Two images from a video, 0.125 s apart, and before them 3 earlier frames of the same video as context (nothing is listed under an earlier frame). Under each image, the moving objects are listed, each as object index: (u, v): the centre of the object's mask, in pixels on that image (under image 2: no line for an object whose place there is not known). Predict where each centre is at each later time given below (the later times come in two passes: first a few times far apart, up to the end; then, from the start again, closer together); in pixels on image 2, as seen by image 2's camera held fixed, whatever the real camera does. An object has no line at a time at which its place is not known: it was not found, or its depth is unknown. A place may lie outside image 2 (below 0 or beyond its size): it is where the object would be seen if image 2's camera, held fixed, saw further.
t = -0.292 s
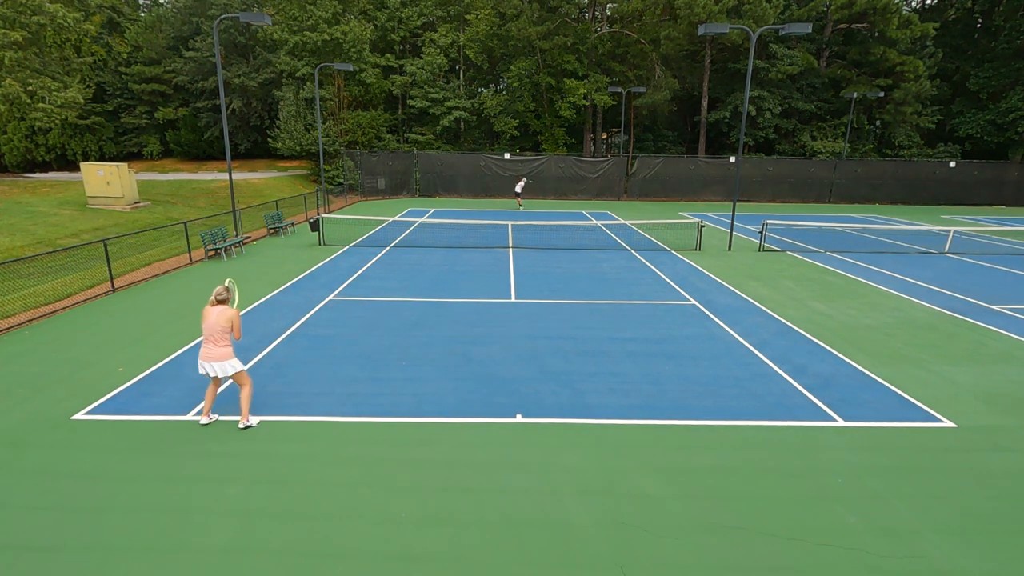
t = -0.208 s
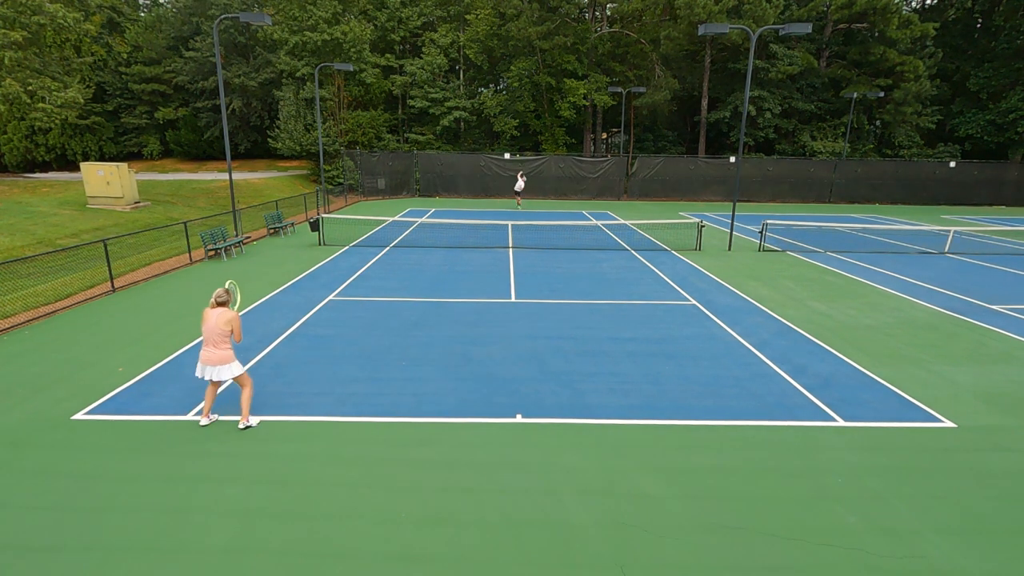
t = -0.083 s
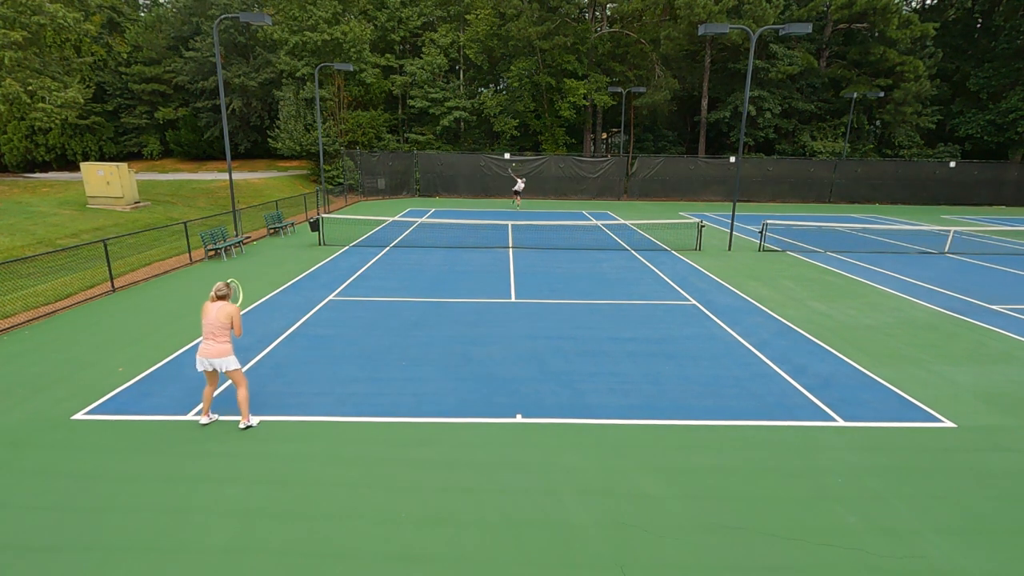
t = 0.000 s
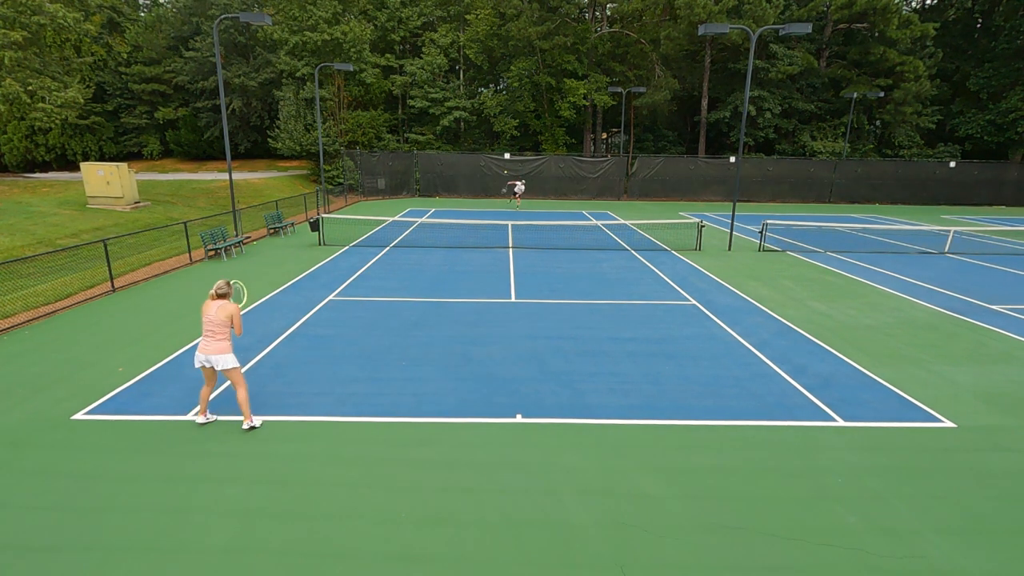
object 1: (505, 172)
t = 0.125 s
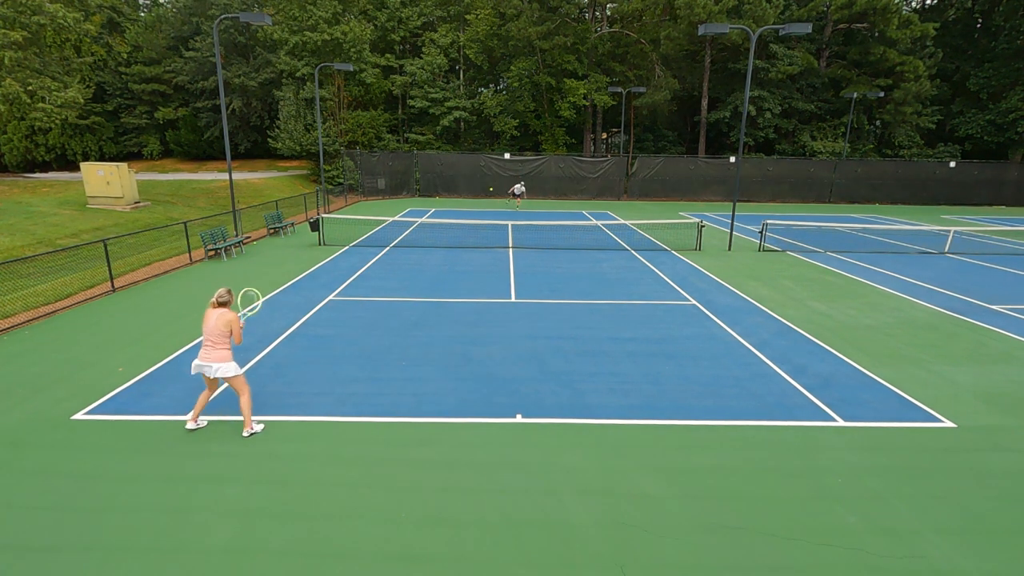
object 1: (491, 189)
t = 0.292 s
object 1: (467, 228)
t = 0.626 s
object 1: (396, 291)
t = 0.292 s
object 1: (467, 228)
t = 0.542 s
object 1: (416, 289)
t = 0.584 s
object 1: (407, 290)
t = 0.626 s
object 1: (396, 291)
